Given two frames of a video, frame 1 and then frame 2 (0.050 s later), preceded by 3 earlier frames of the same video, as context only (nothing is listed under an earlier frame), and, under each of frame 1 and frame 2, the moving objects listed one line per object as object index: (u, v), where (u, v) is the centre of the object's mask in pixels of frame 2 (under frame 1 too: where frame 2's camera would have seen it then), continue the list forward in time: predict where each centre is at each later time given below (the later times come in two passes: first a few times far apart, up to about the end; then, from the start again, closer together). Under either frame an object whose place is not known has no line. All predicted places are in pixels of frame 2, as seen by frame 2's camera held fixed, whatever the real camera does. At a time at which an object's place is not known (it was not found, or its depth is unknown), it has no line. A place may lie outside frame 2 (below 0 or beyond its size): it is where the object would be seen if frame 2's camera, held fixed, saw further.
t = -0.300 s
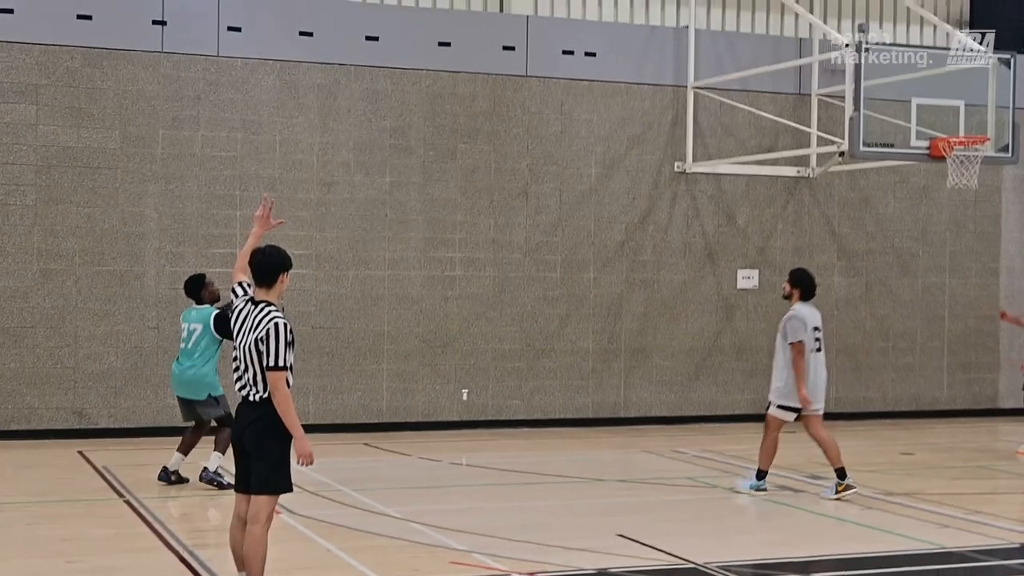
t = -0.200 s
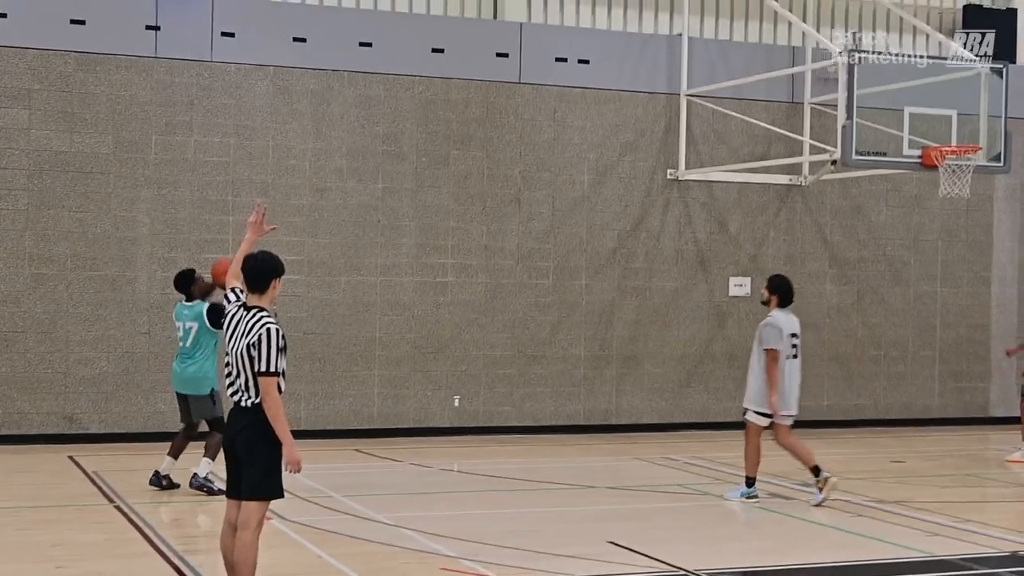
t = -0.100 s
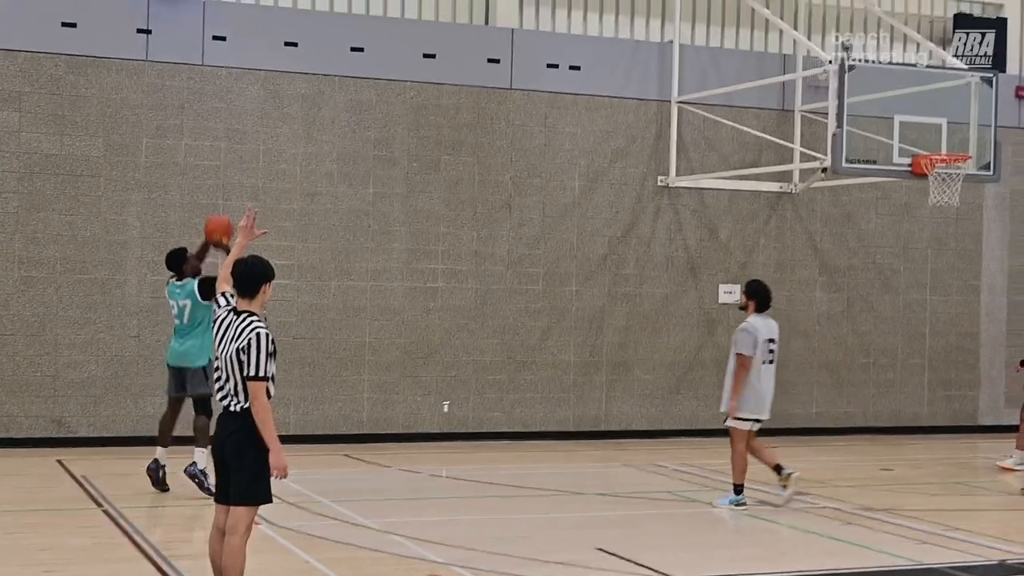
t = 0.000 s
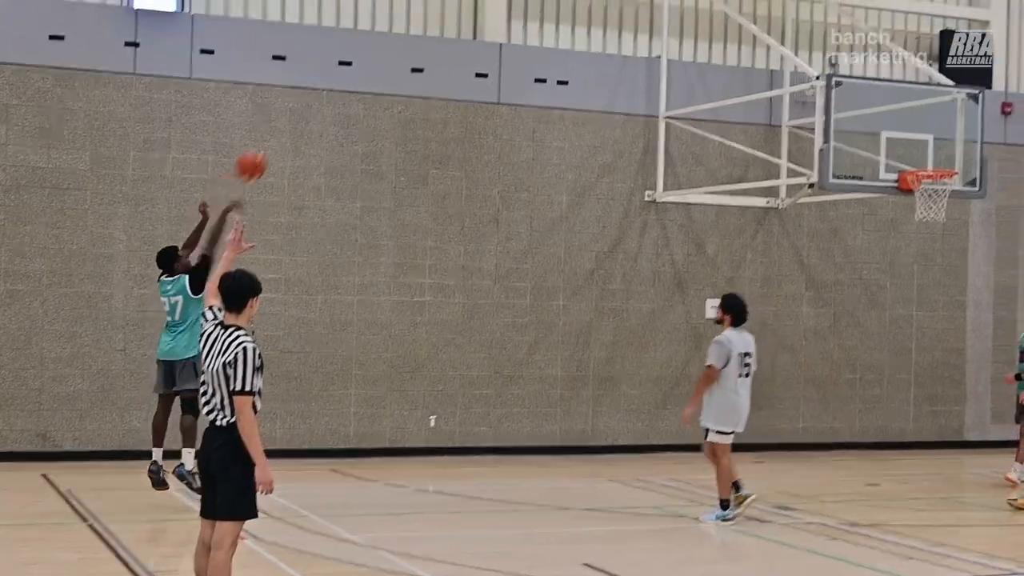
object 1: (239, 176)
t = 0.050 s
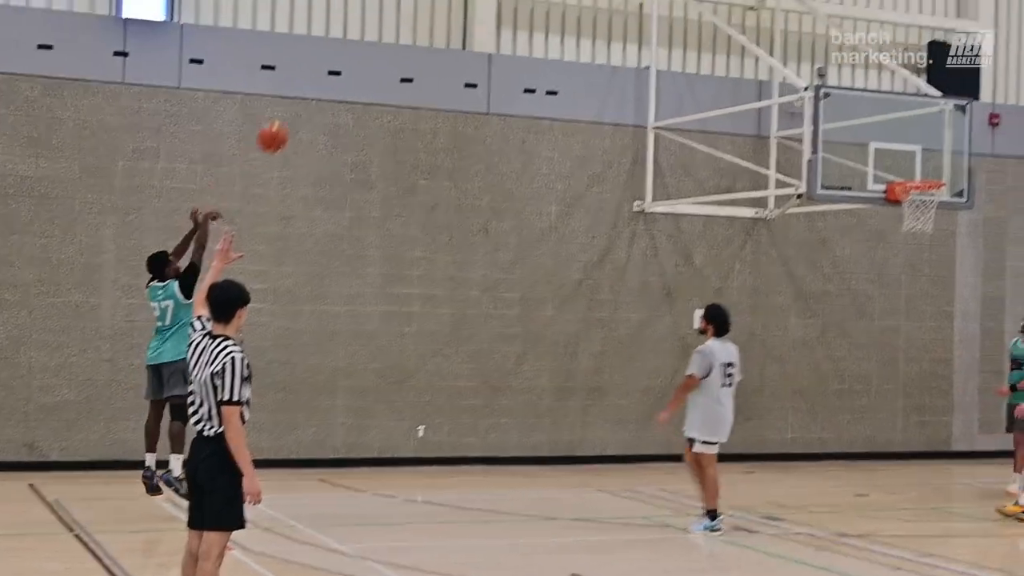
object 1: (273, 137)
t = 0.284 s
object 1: (418, 9)
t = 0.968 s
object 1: (782, 0)
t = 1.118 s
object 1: (852, 62)
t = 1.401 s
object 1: (922, 202)
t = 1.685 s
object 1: (912, 274)
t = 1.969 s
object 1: (901, 431)
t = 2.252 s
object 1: (895, 402)
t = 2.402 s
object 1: (892, 352)
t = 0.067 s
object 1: (283, 126)
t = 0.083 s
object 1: (294, 115)
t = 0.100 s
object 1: (305, 103)
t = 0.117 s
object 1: (316, 93)
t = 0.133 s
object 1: (327, 82)
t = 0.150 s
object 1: (337, 73)
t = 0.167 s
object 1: (348, 64)
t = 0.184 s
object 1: (358, 55)
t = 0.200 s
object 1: (368, 46)
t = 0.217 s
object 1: (379, 38)
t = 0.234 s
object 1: (389, 30)
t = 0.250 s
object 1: (399, 23)
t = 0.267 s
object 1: (408, 15)
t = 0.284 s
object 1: (418, 9)
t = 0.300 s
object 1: (429, 2)
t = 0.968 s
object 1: (782, 0)
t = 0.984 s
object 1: (790, 4)
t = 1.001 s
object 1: (798, 11)
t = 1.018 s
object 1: (805, 18)
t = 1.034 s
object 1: (813, 25)
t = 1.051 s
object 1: (821, 31)
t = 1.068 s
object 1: (828, 39)
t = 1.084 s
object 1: (836, 46)
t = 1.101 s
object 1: (844, 54)
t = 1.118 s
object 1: (852, 62)
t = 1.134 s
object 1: (860, 69)
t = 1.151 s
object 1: (868, 78)
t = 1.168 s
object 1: (875, 88)
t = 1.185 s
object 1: (882, 97)
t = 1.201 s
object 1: (889, 105)
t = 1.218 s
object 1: (897, 115)
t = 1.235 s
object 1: (904, 125)
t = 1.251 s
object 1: (911, 134)
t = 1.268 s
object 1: (919, 145)
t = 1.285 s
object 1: (926, 157)
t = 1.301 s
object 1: (935, 167)
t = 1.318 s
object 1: (940, 172)
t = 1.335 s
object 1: (939, 183)
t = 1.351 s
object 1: (935, 188)
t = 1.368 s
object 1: (930, 195)
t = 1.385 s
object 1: (926, 202)
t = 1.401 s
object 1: (922, 202)
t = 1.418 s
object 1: (918, 203)
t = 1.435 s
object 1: (920, 208)
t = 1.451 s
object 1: (919, 210)
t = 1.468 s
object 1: (917, 212)
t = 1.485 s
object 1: (917, 214)
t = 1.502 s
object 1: (917, 216)
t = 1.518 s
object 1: (917, 220)
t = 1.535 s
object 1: (917, 224)
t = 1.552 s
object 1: (916, 228)
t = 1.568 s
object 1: (916, 233)
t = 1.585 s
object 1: (915, 238)
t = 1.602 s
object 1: (915, 243)
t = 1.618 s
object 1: (914, 249)
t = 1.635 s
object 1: (913, 255)
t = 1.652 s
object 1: (913, 261)
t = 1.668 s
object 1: (913, 266)
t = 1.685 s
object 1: (912, 274)
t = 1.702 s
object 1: (911, 281)
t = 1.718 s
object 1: (910, 288)
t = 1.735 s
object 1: (910, 296)
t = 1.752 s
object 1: (909, 303)
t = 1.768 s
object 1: (909, 311)
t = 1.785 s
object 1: (908, 319)
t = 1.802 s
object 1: (908, 329)
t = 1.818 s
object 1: (907, 338)
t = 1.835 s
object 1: (907, 347)
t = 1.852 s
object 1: (906, 356)
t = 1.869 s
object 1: (905, 366)
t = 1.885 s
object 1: (904, 376)
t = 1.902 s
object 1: (904, 387)
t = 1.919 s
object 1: (903, 398)
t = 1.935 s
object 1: (901, 409)
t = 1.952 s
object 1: (902, 420)
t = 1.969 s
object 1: (901, 431)
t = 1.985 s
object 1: (900, 443)
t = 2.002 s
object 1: (900, 454)
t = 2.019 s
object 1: (901, 467)
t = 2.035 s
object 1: (899, 480)
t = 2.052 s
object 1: (899, 494)
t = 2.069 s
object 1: (899, 495)
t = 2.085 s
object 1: (898, 485)
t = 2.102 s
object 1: (899, 474)
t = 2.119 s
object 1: (898, 465)
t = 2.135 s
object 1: (896, 455)
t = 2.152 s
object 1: (897, 447)
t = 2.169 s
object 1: (897, 438)
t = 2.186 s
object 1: (896, 431)
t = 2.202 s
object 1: (896, 423)
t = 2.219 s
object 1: (895, 416)
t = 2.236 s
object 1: (895, 409)
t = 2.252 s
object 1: (895, 402)
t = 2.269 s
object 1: (895, 395)
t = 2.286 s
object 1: (894, 389)
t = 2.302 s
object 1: (894, 383)
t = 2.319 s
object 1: (894, 377)
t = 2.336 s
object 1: (894, 372)
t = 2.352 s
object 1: (893, 367)
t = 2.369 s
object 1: (893, 362)
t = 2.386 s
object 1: (893, 357)
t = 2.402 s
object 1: (892, 352)
